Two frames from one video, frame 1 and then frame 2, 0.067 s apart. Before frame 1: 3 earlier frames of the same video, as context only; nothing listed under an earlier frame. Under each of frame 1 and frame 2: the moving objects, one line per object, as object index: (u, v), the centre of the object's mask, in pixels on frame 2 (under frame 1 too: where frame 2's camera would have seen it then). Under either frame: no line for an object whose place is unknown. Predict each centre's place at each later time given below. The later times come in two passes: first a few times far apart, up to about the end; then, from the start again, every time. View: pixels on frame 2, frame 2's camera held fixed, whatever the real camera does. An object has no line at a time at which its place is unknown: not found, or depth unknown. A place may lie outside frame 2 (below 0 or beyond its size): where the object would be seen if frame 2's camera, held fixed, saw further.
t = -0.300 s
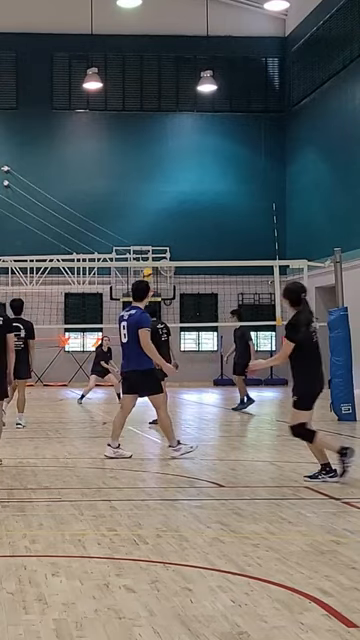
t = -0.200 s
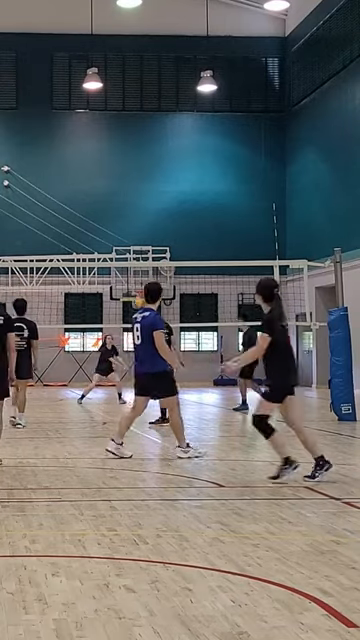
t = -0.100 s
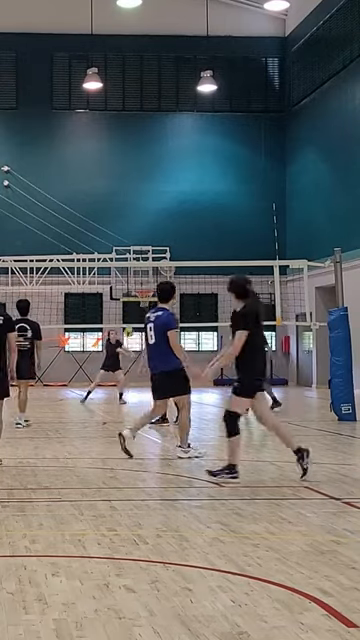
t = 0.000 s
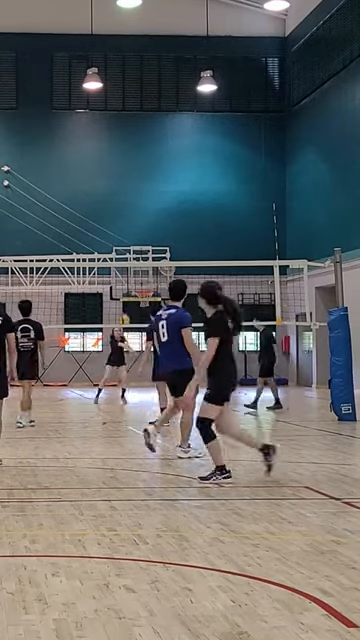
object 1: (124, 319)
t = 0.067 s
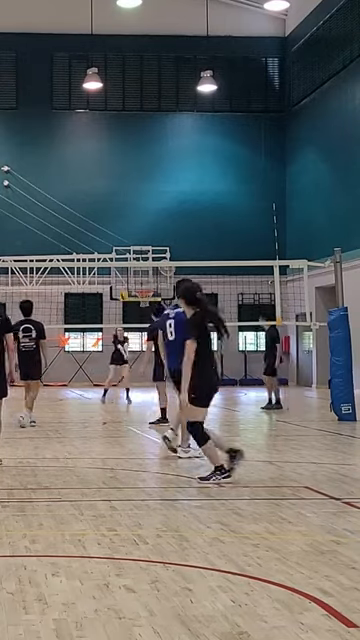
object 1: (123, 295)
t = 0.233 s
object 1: (118, 242)
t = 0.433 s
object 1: (114, 195)
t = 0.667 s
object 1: (108, 164)
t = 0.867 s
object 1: (103, 158)
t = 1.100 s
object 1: (96, 177)
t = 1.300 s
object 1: (89, 217)
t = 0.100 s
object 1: (121, 284)
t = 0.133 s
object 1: (122, 272)
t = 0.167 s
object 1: (121, 259)
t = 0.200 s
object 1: (120, 252)
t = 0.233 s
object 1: (118, 242)
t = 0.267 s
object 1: (118, 233)
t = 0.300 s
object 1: (117, 225)
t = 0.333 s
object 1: (116, 217)
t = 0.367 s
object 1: (116, 209)
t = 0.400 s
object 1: (115, 202)
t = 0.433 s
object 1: (114, 195)
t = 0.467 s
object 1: (114, 189)
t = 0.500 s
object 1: (112, 184)
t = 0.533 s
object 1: (112, 178)
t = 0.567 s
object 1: (110, 174)
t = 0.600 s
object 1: (110, 170)
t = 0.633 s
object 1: (109, 167)
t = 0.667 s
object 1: (108, 164)
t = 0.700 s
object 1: (107, 161)
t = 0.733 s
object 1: (106, 160)
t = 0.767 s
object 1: (106, 158)
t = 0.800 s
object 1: (105, 158)
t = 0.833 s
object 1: (104, 158)
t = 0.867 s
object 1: (103, 158)
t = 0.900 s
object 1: (102, 158)
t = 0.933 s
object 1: (101, 161)
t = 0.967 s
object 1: (100, 163)
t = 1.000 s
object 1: (99, 166)
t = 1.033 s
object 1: (98, 169)
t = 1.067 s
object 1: (97, 173)
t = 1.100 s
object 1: (96, 177)
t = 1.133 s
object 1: (95, 183)
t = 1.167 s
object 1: (94, 188)
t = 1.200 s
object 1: (93, 195)
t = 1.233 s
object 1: (92, 202)
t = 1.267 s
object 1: (90, 209)
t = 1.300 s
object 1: (89, 217)
